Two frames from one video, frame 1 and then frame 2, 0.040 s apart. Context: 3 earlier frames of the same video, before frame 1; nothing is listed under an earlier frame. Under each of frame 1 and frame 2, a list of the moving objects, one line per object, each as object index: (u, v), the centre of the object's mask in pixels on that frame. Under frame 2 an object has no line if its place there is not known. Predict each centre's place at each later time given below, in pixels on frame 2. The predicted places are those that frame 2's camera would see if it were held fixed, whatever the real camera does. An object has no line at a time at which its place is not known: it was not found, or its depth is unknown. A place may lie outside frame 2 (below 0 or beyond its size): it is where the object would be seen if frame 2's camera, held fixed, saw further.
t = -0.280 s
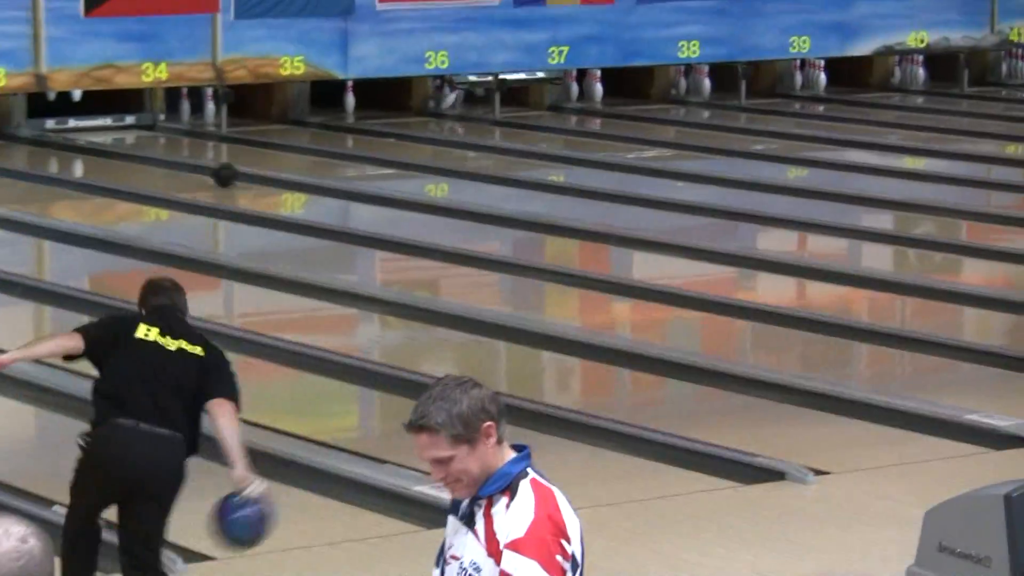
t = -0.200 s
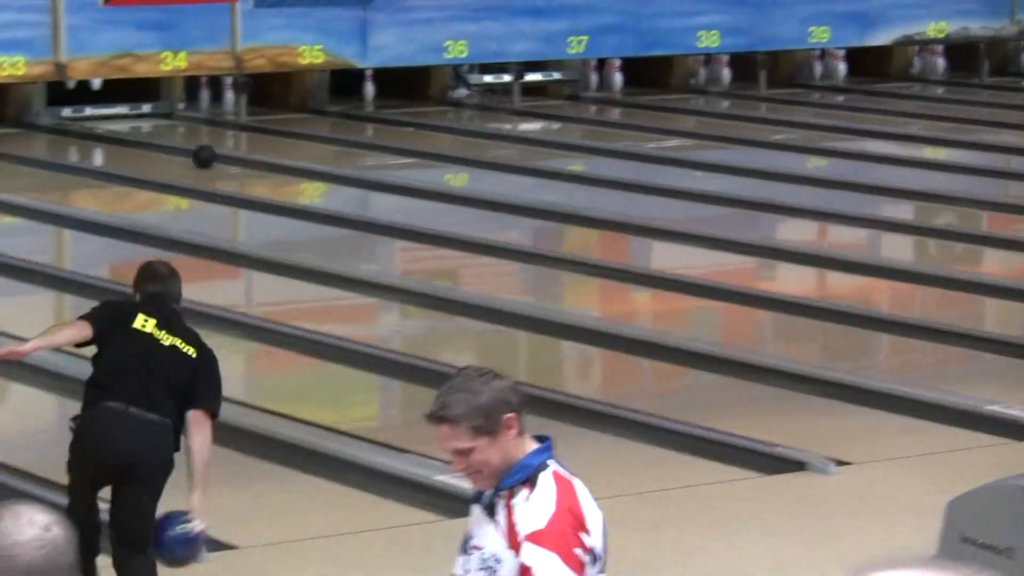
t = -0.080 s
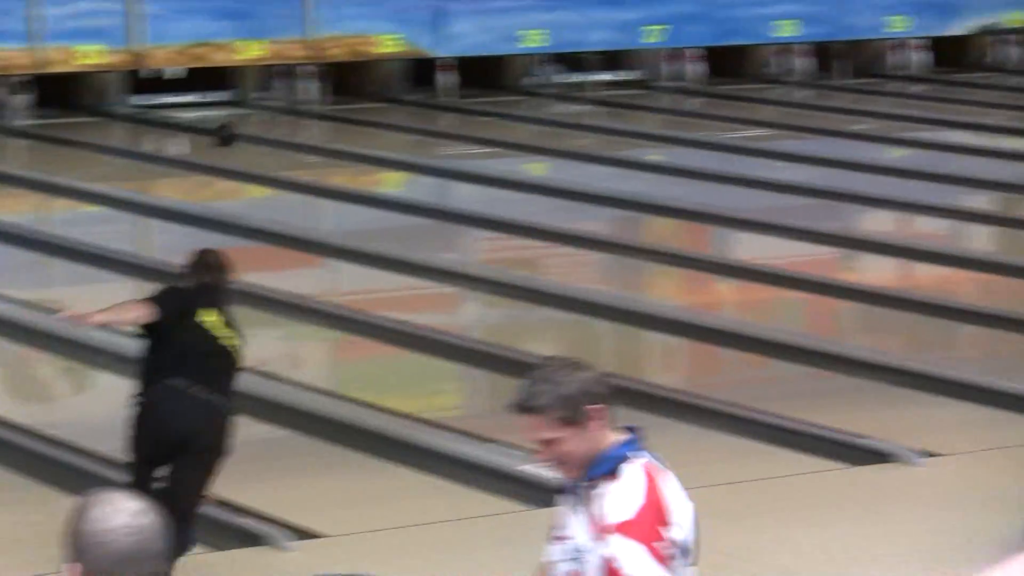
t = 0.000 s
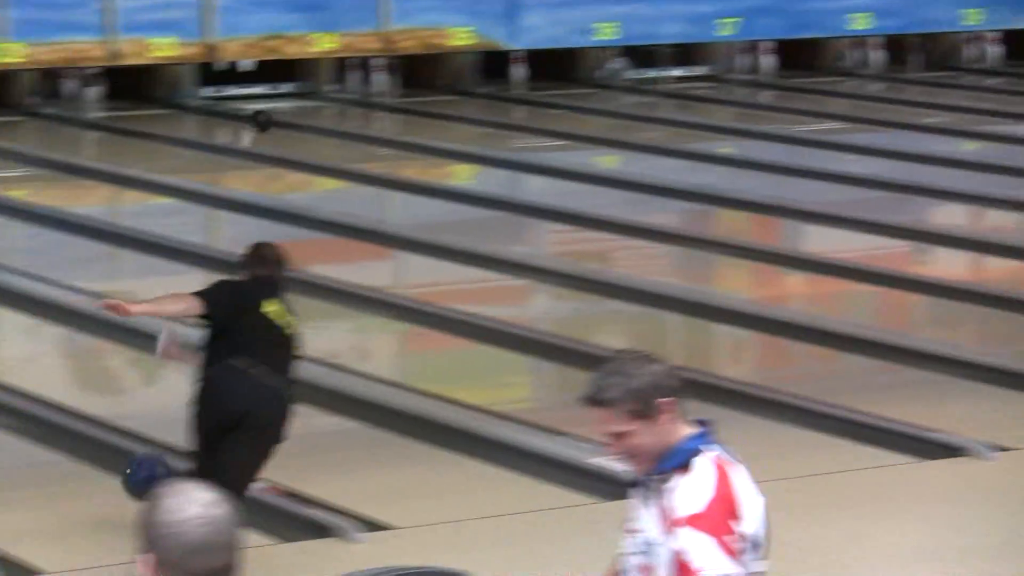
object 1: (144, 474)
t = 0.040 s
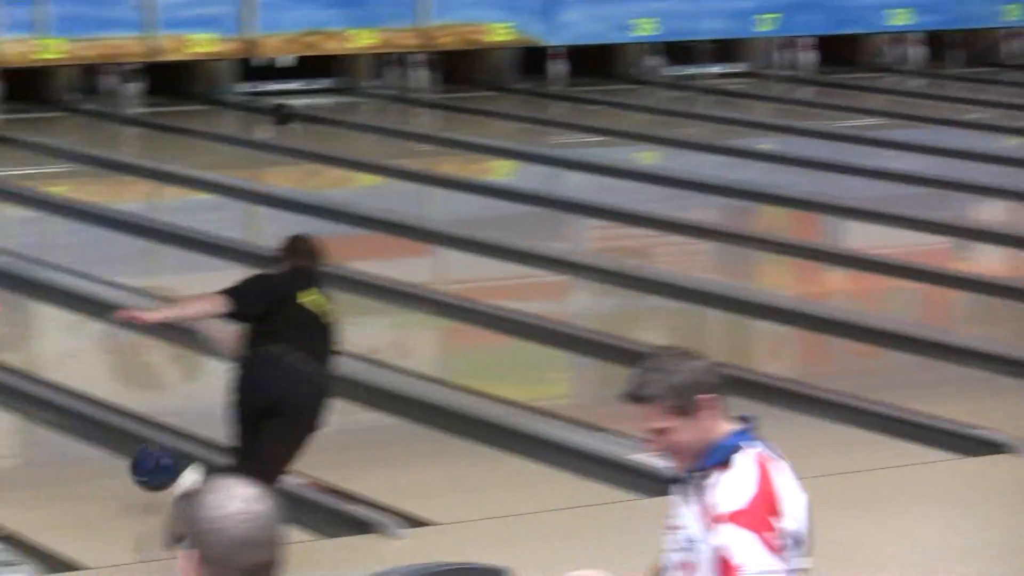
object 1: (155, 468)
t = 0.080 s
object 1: (123, 466)
